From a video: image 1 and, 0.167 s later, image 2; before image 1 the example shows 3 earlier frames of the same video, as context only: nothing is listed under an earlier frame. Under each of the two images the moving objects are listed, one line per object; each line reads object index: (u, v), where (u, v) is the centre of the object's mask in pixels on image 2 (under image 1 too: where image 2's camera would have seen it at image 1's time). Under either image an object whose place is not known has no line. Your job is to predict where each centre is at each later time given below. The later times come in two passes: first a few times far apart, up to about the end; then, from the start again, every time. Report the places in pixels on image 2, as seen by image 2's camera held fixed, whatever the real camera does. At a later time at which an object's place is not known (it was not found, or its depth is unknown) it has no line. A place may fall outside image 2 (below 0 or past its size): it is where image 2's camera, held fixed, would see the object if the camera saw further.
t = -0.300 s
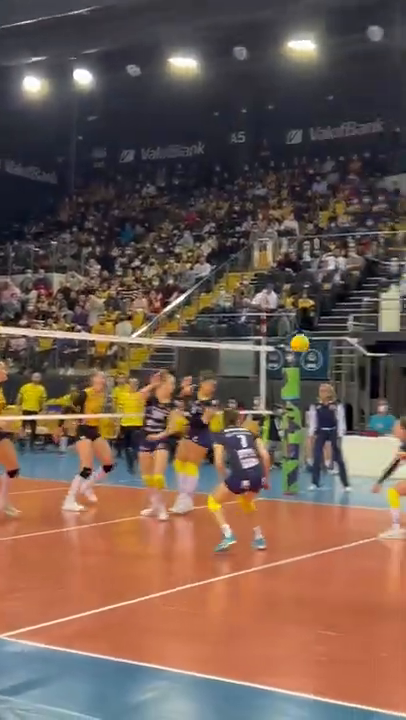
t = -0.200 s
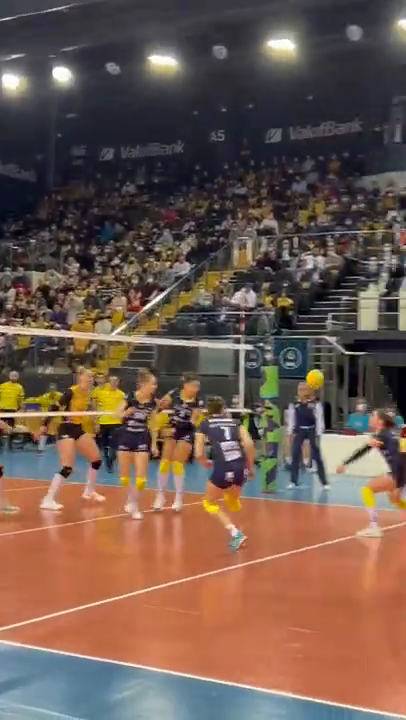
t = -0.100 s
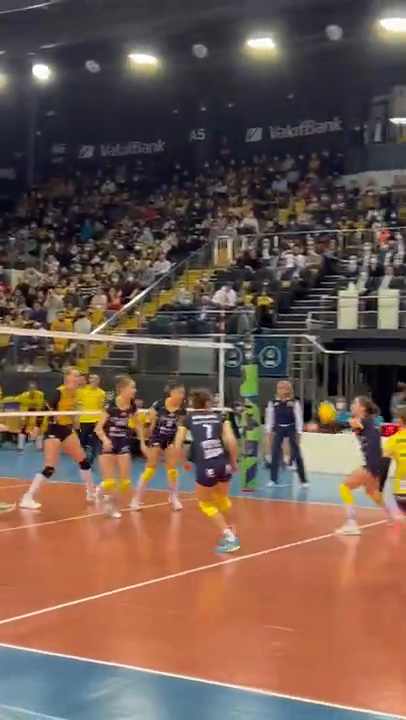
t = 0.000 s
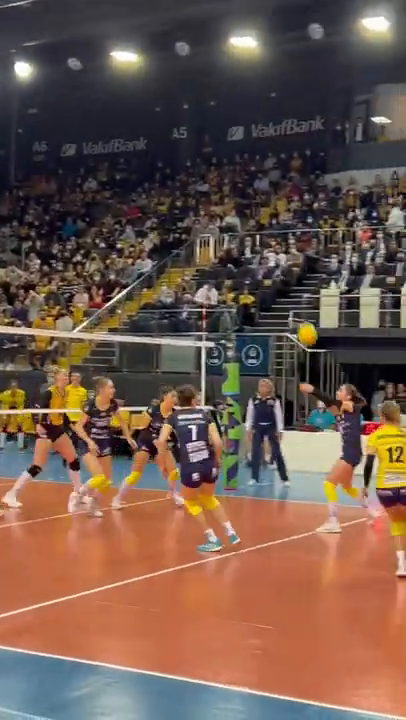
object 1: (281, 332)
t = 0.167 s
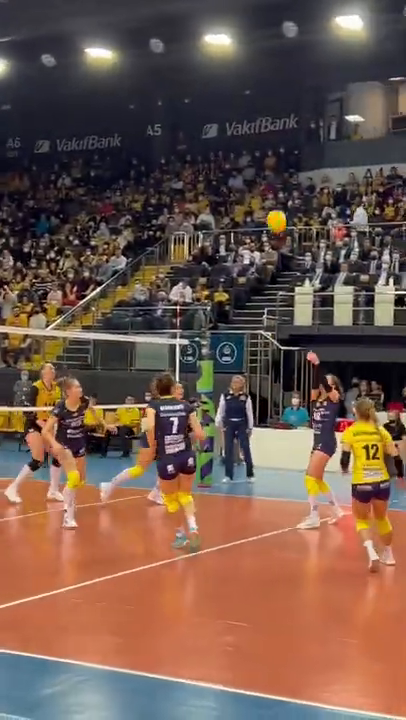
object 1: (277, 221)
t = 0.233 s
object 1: (274, 183)
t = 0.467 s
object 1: (265, 81)
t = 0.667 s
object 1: (257, 31)
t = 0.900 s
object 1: (247, 19)
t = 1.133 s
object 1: (235, 61)
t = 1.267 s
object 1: (227, 109)
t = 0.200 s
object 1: (275, 202)
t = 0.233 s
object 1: (274, 183)
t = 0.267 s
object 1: (272, 166)
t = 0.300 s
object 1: (271, 150)
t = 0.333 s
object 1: (270, 134)
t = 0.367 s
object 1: (269, 119)
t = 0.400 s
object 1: (268, 105)
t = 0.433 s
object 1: (266, 93)
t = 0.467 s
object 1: (265, 81)
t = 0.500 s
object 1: (264, 71)
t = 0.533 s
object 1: (262, 60)
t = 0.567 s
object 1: (261, 52)
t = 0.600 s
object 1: (260, 44)
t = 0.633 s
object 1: (258, 37)
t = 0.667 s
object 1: (257, 31)
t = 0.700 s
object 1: (256, 26)
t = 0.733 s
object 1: (255, 22)
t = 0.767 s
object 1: (253, 20)
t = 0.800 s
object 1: (252, 18)
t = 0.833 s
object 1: (250, 17)
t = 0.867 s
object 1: (249, 18)
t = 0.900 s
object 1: (247, 19)
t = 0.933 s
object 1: (246, 21)
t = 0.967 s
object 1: (244, 25)
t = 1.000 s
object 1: (243, 30)
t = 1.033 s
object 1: (241, 36)
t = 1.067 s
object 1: (240, 44)
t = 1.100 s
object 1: (238, 52)
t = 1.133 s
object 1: (235, 61)
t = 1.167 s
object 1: (233, 71)
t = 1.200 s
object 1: (231, 83)
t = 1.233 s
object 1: (229, 95)
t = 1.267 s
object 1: (227, 109)
